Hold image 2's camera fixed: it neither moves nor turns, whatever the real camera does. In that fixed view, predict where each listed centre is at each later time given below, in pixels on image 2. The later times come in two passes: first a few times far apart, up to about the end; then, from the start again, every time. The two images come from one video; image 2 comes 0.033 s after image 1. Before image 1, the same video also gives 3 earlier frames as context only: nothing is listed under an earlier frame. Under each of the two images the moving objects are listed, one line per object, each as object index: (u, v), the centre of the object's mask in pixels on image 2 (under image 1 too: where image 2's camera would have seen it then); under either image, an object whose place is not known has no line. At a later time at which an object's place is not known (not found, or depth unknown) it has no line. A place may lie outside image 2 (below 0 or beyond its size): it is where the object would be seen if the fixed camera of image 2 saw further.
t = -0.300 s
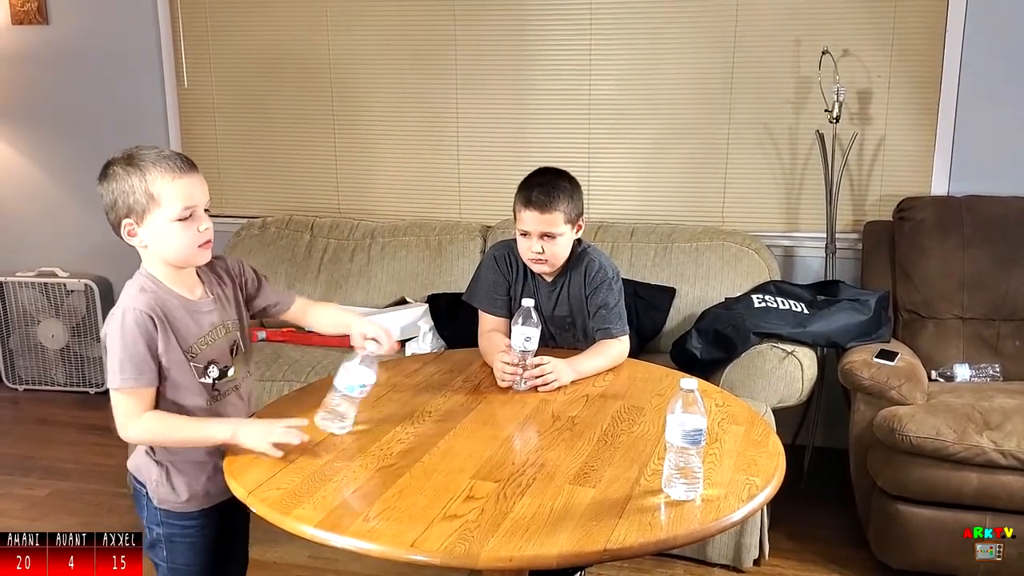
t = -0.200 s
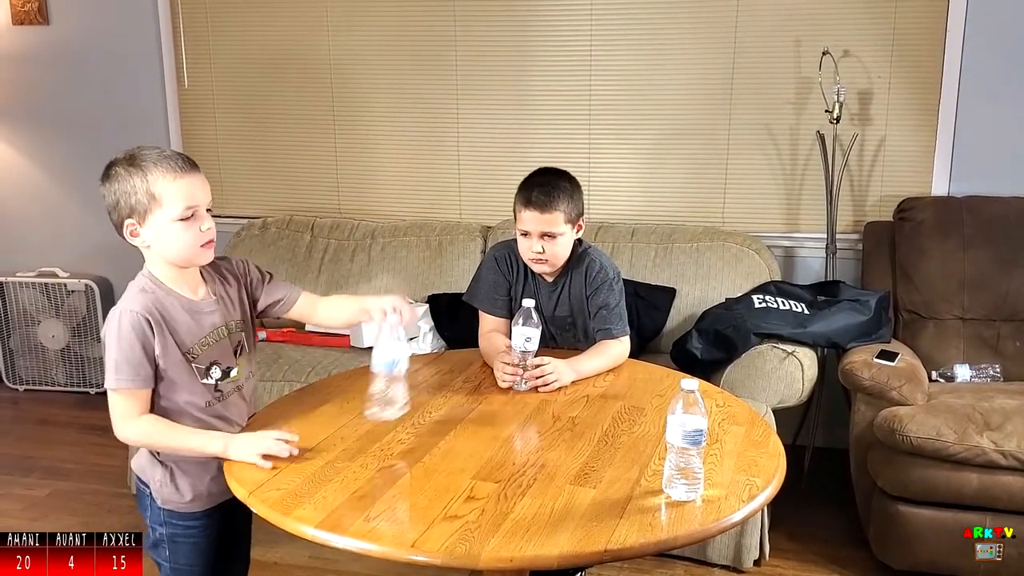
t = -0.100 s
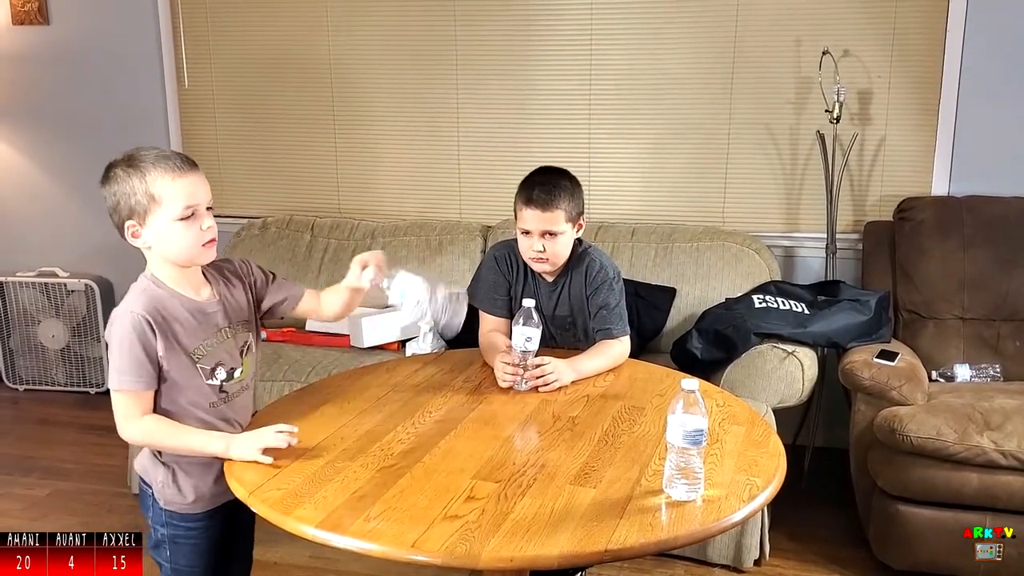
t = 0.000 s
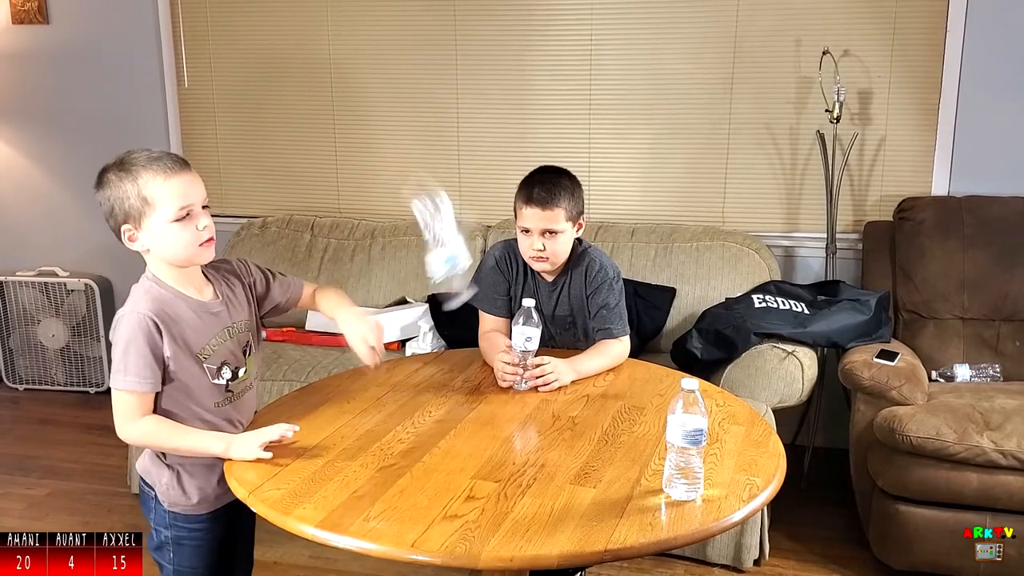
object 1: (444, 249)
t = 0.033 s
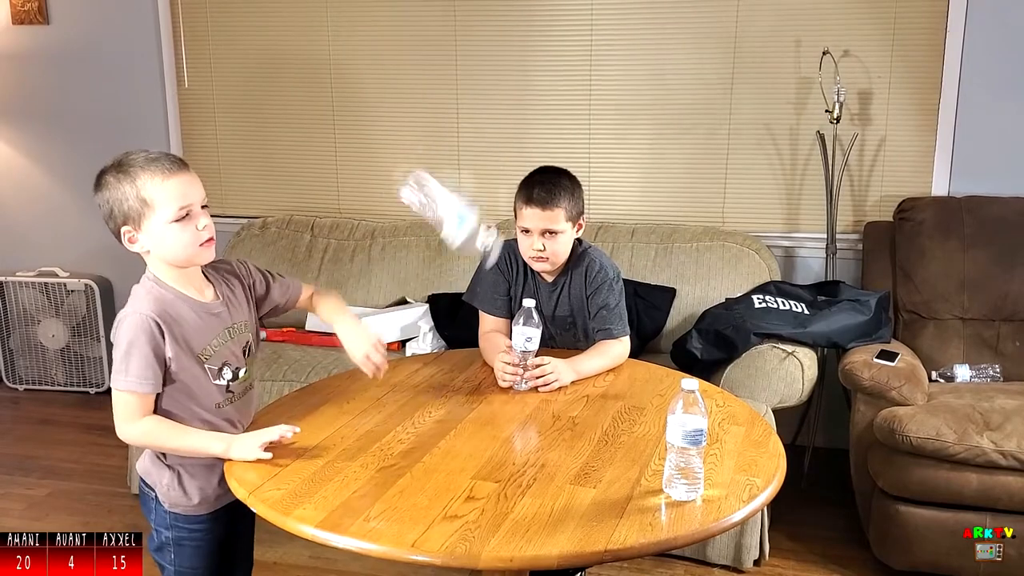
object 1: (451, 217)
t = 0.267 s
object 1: (397, 218)
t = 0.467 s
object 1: (347, 404)
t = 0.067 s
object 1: (447, 188)
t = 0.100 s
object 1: (437, 171)
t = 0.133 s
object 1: (427, 164)
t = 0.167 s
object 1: (417, 168)
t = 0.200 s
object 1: (409, 179)
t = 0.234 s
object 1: (402, 196)
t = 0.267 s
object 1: (397, 218)
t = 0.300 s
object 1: (390, 248)
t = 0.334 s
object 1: (385, 276)
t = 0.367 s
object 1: (380, 319)
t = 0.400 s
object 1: (375, 370)
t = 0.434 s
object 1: (365, 395)
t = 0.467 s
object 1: (347, 404)
